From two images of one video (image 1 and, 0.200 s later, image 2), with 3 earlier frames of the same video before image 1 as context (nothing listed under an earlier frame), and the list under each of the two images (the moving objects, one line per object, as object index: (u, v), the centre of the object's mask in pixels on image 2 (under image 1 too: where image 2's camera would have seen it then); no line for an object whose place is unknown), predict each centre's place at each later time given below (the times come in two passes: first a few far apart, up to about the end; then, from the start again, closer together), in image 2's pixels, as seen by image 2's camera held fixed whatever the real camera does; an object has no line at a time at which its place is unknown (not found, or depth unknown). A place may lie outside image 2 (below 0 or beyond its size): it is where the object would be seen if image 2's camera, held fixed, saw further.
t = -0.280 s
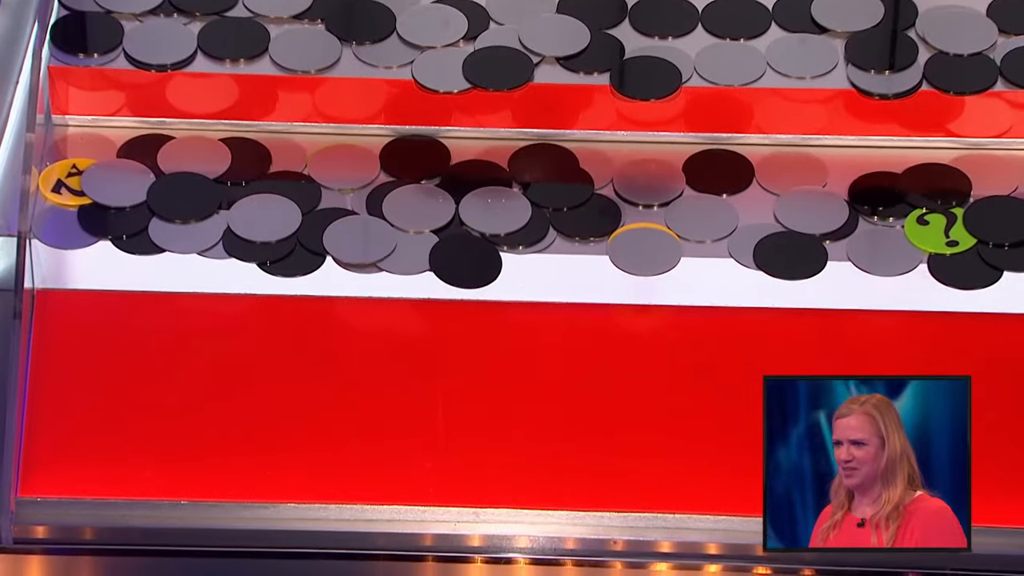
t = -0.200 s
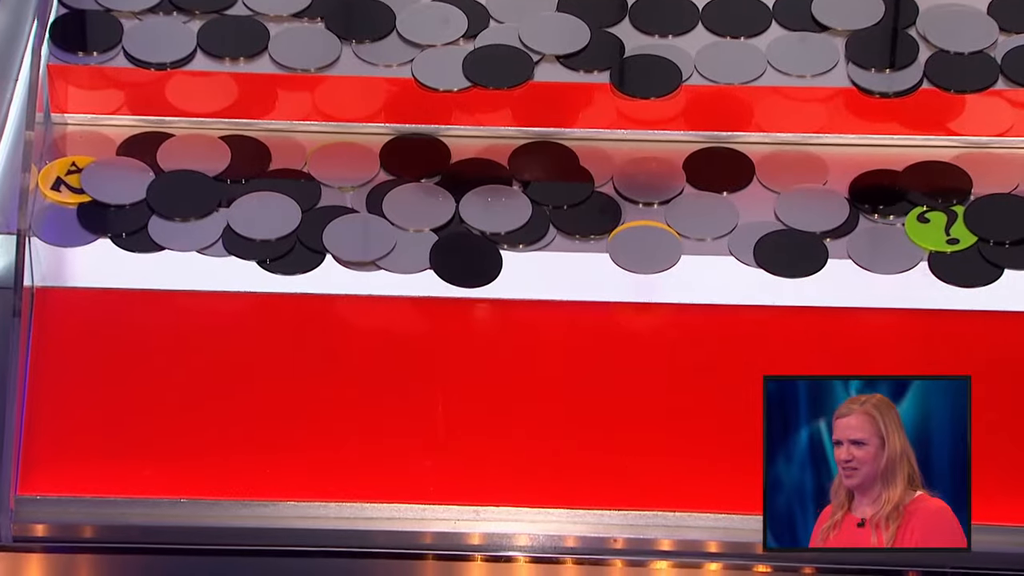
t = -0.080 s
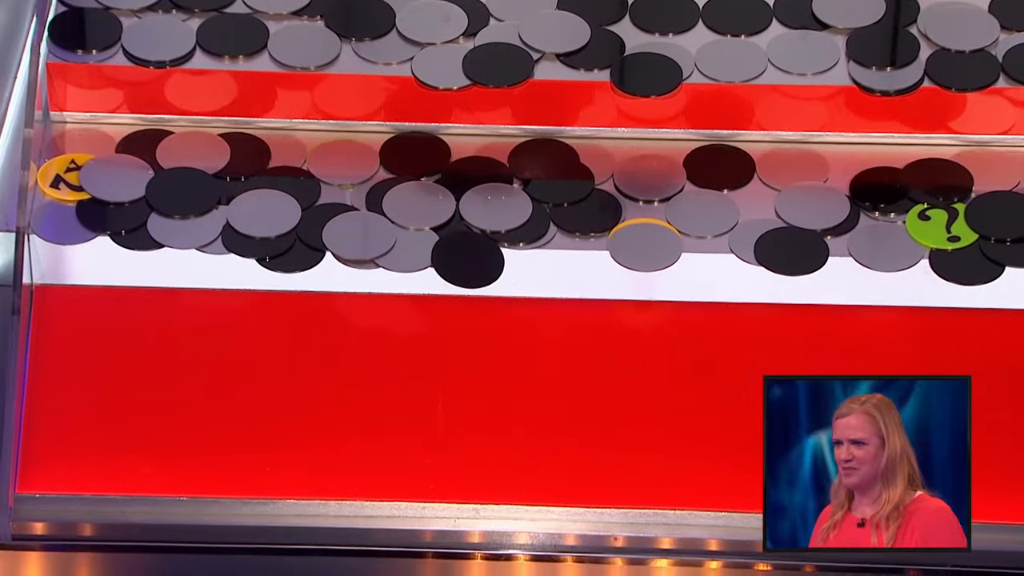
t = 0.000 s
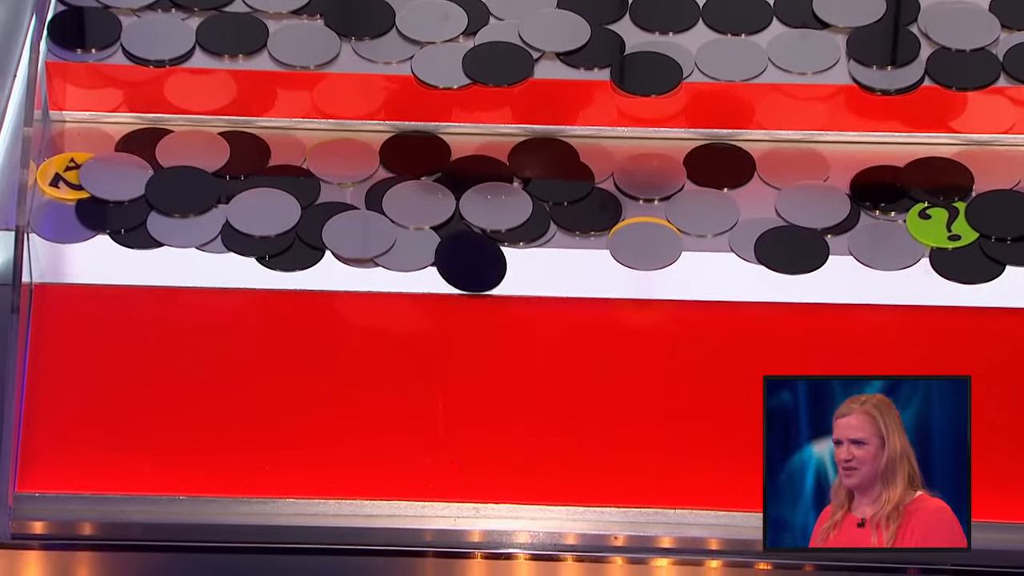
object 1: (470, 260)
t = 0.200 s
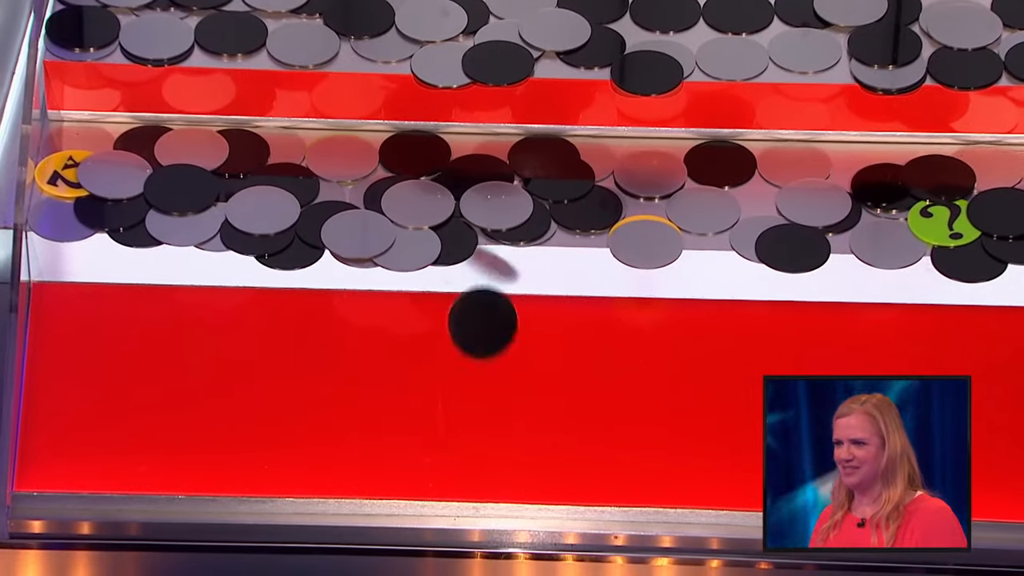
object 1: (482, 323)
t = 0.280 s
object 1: (482, 367)
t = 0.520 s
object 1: (481, 473)
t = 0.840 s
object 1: (479, 476)
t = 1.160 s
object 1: (481, 477)
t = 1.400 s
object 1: (481, 477)
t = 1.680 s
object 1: (480, 477)
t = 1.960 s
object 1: (480, 478)
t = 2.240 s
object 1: (481, 477)
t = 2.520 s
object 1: (481, 477)
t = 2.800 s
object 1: (480, 478)
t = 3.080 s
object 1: (481, 477)
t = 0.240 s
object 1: (483, 343)
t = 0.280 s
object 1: (482, 367)
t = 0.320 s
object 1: (482, 388)
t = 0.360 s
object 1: (482, 411)
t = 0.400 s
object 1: (482, 437)
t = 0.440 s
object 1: (480, 467)
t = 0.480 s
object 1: (480, 476)
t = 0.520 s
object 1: (481, 473)
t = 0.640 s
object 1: (482, 476)
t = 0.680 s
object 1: (481, 474)
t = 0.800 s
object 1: (479, 477)
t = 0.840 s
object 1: (479, 476)
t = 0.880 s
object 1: (480, 475)
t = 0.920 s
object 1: (481, 476)
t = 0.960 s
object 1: (481, 477)
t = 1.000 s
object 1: (481, 476)
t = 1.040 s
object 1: (480, 476)
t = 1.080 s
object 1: (480, 477)
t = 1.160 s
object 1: (481, 477)
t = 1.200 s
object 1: (481, 477)
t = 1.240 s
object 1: (481, 477)
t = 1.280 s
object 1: (480, 477)
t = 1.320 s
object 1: (480, 477)
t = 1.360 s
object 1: (480, 477)
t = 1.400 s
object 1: (481, 477)
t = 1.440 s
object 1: (481, 477)
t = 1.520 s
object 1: (480, 477)
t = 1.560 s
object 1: (481, 477)
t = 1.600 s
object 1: (481, 477)
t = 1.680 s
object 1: (480, 477)
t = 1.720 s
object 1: (481, 477)
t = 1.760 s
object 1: (481, 477)
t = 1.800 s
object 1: (480, 478)
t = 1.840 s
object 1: (480, 478)
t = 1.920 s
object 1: (481, 478)
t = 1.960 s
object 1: (480, 478)
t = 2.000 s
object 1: (480, 478)
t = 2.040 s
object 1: (481, 477)
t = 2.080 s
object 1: (481, 477)
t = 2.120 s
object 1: (480, 478)
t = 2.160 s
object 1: (480, 478)
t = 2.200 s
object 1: (481, 478)
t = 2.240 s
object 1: (481, 477)
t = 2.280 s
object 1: (480, 477)
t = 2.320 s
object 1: (480, 477)
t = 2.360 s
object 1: (481, 477)
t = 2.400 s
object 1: (481, 477)
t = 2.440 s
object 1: (481, 477)
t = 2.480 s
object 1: (481, 478)
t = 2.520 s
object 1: (481, 477)
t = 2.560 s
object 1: (481, 478)
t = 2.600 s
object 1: (480, 477)
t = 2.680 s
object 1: (481, 478)
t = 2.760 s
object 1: (481, 477)
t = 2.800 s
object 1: (480, 478)
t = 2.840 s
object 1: (481, 478)
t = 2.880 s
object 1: (481, 478)
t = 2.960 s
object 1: (481, 477)
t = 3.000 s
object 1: (481, 477)
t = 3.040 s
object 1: (481, 478)
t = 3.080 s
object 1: (481, 477)
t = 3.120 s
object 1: (481, 477)
